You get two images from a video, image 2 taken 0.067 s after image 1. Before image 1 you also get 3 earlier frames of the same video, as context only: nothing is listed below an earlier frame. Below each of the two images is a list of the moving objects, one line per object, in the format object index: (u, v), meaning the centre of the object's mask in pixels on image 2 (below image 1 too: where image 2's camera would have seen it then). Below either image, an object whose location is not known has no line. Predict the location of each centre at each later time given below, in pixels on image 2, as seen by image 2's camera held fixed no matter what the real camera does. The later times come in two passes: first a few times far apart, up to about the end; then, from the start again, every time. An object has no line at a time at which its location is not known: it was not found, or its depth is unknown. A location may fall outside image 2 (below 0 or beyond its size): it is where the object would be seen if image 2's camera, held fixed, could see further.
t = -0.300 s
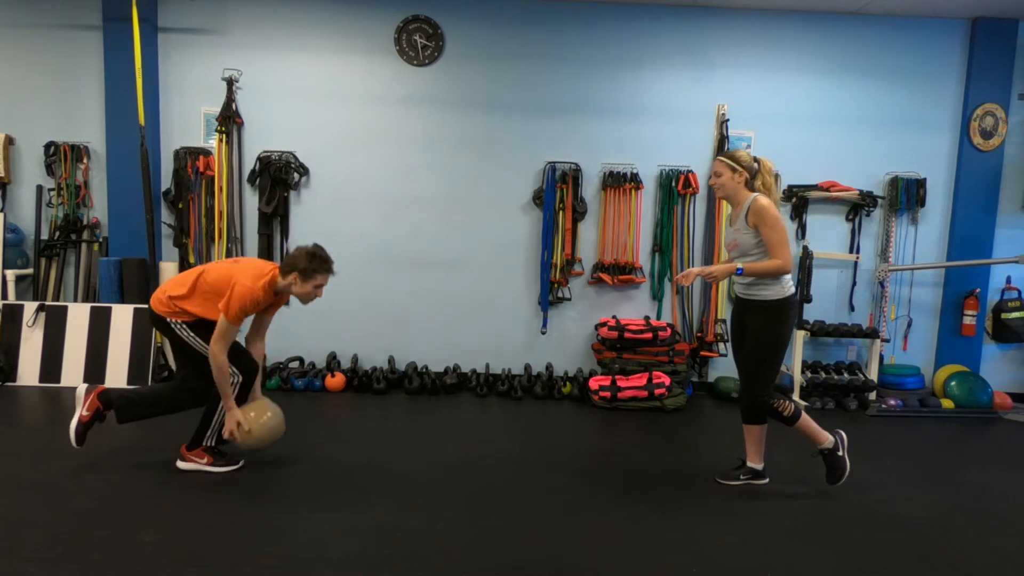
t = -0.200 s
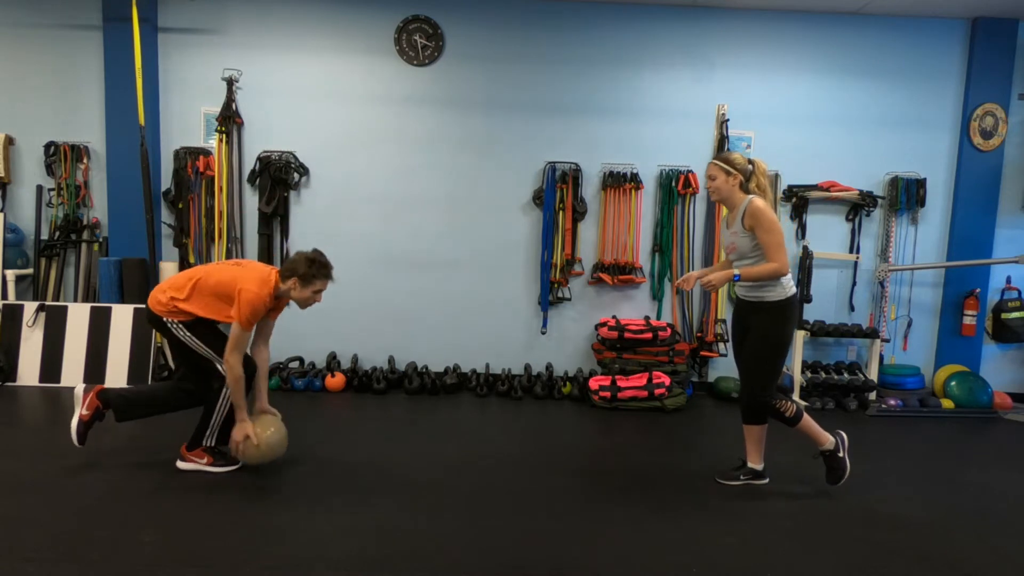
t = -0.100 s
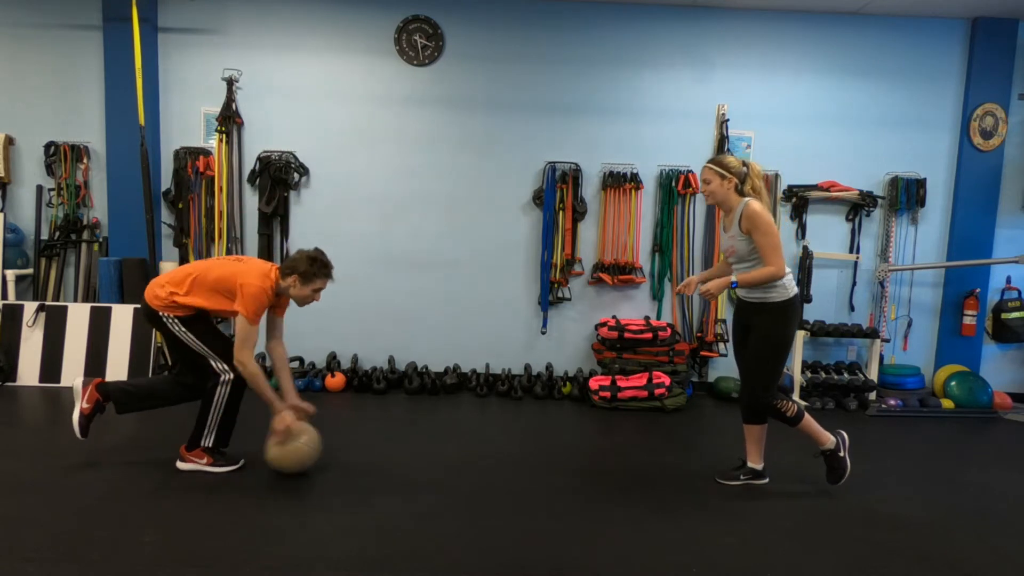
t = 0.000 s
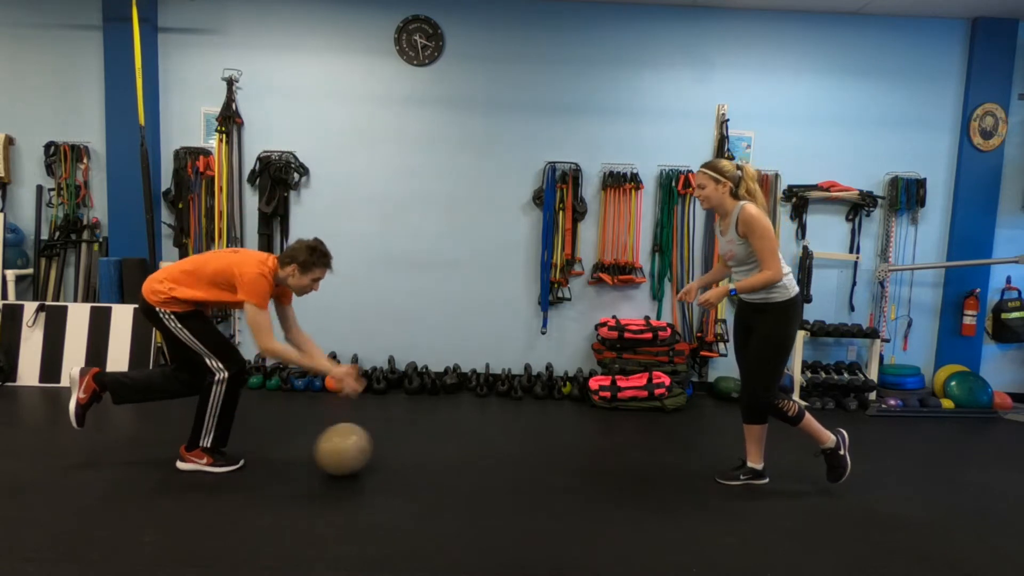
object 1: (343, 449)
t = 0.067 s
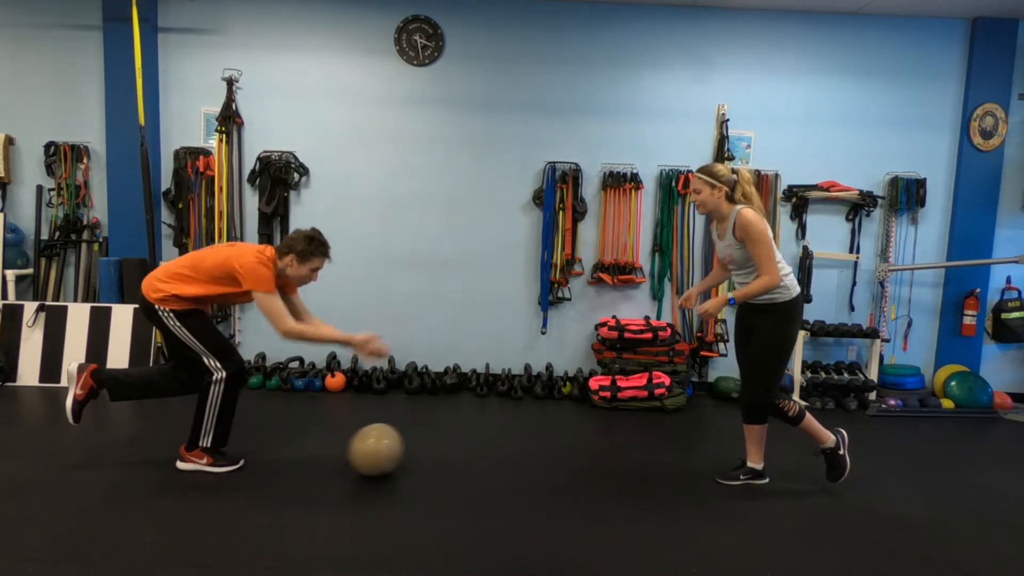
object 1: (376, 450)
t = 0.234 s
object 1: (437, 453)
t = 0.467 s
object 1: (538, 454)
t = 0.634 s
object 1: (595, 455)
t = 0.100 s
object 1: (390, 449)
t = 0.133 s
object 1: (404, 449)
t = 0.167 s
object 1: (417, 452)
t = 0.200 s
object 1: (424, 453)
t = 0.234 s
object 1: (437, 453)
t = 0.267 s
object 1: (451, 452)
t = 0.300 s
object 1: (465, 451)
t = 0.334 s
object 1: (480, 453)
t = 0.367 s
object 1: (495, 455)
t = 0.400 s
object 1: (510, 454)
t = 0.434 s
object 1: (524, 455)
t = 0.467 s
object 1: (538, 454)
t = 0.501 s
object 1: (550, 453)
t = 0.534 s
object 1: (562, 454)
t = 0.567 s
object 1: (573, 456)
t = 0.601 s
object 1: (584, 455)
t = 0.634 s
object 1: (595, 455)
